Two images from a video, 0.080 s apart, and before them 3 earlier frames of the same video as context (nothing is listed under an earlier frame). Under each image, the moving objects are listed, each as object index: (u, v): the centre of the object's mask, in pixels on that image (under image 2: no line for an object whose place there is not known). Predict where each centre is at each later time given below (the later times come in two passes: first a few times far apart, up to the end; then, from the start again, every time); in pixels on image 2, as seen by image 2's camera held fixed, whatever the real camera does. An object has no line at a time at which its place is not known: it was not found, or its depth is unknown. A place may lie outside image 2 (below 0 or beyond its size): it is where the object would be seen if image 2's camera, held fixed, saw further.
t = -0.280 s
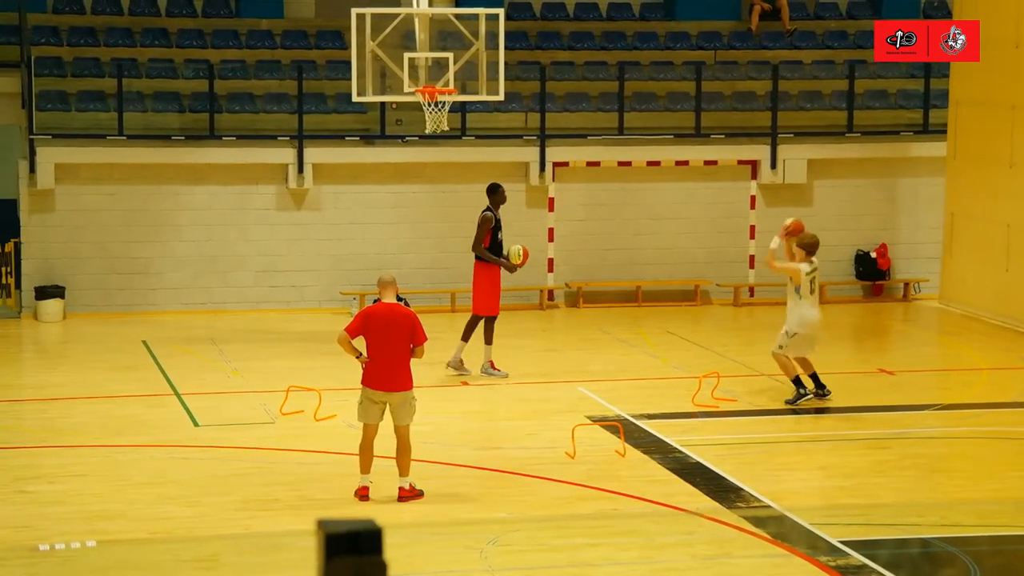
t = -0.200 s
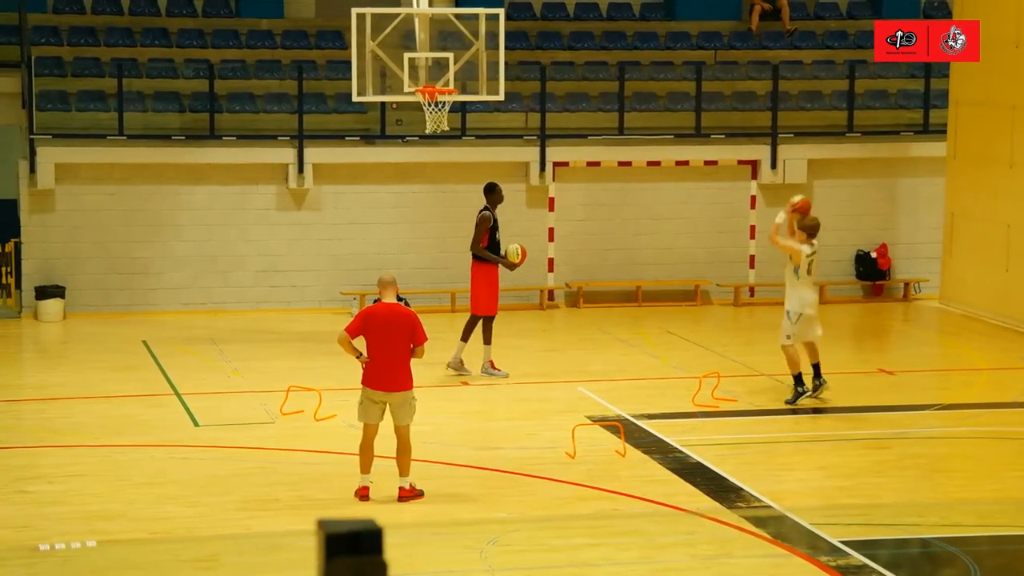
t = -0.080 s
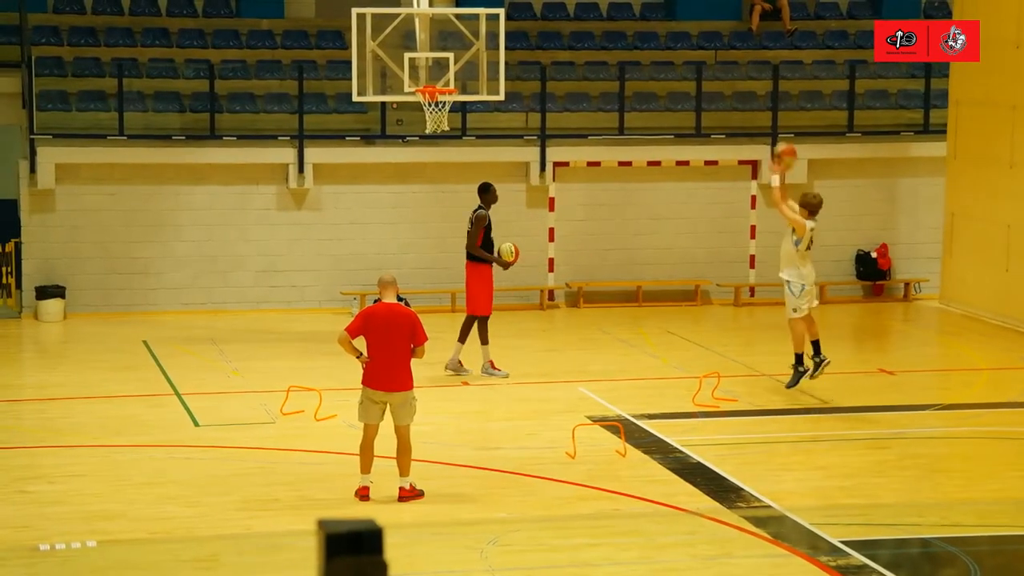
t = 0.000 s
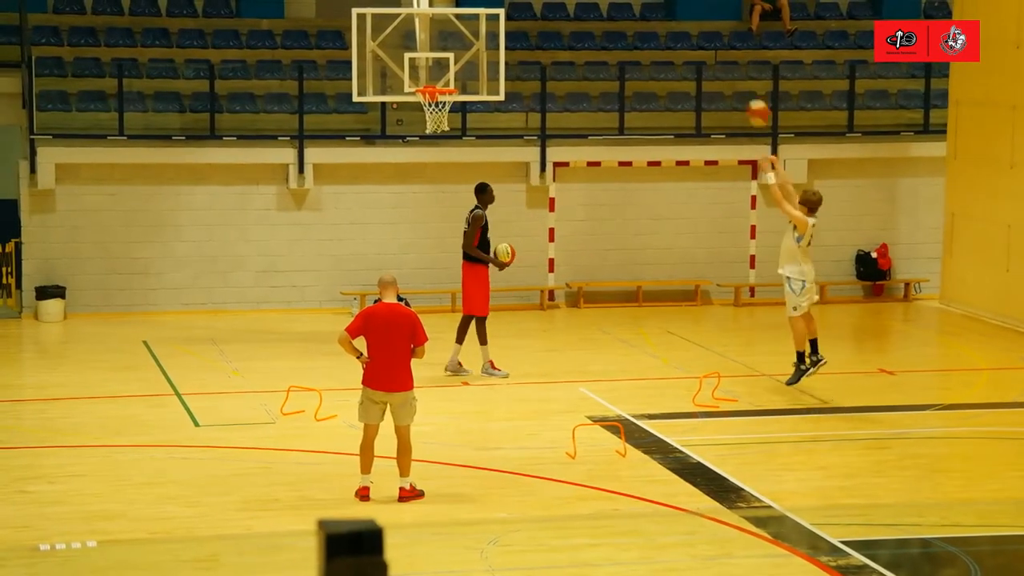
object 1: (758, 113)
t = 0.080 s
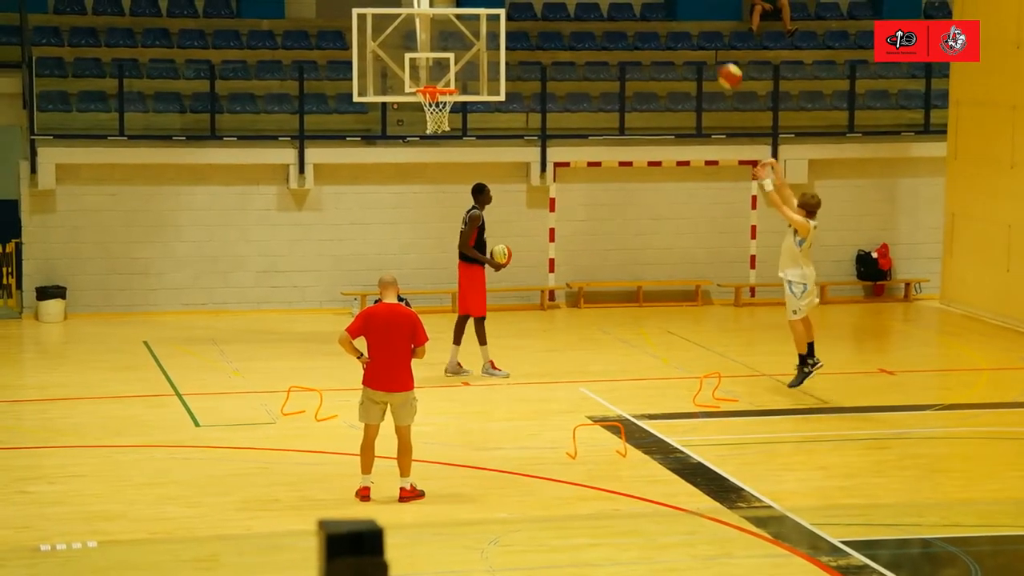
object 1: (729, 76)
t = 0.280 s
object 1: (660, 12)
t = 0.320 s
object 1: (648, 8)
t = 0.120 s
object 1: (716, 61)
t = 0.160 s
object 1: (702, 46)
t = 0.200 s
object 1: (687, 33)
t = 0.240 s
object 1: (674, 22)
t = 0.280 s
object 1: (660, 12)
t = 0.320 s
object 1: (648, 8)
